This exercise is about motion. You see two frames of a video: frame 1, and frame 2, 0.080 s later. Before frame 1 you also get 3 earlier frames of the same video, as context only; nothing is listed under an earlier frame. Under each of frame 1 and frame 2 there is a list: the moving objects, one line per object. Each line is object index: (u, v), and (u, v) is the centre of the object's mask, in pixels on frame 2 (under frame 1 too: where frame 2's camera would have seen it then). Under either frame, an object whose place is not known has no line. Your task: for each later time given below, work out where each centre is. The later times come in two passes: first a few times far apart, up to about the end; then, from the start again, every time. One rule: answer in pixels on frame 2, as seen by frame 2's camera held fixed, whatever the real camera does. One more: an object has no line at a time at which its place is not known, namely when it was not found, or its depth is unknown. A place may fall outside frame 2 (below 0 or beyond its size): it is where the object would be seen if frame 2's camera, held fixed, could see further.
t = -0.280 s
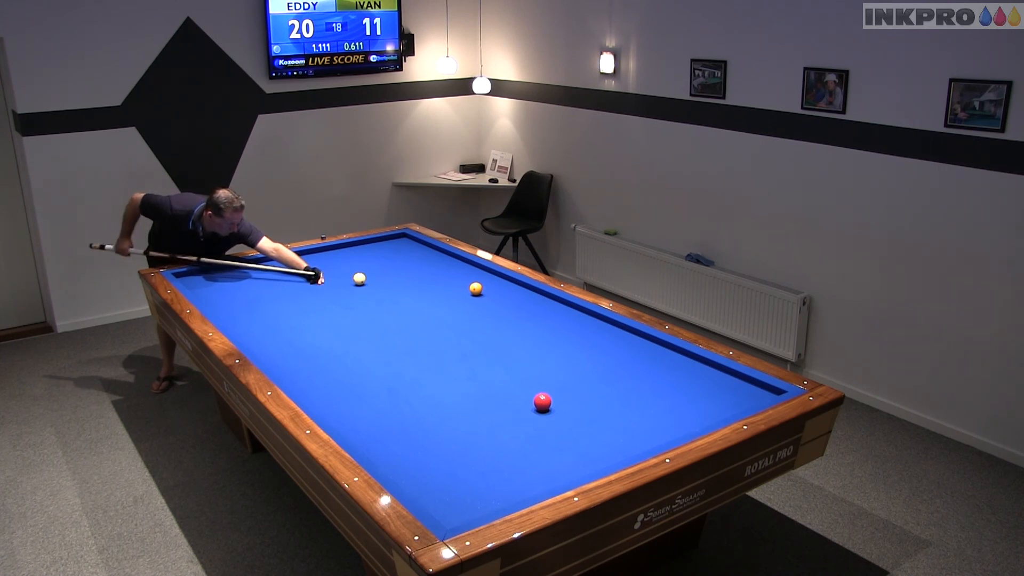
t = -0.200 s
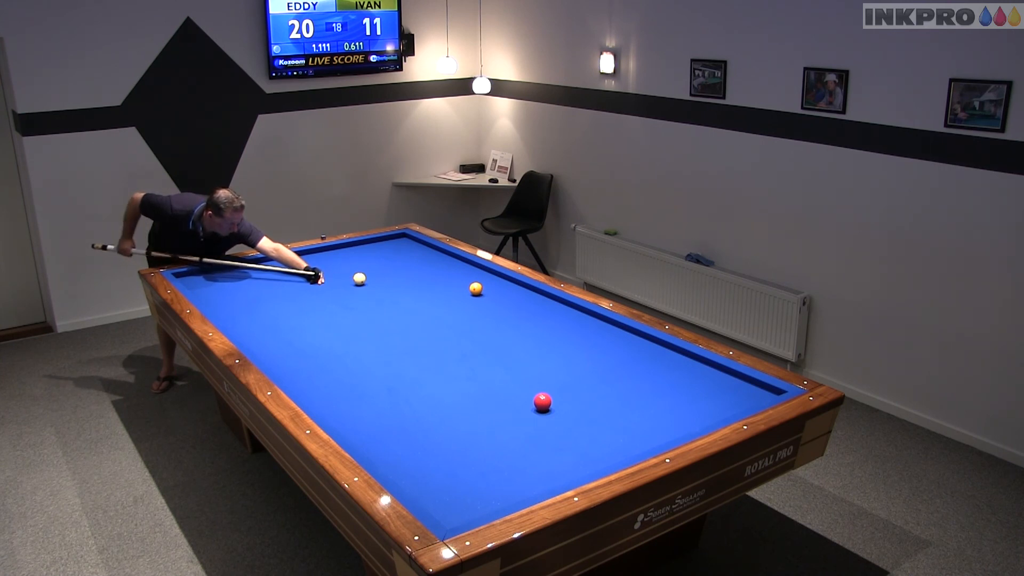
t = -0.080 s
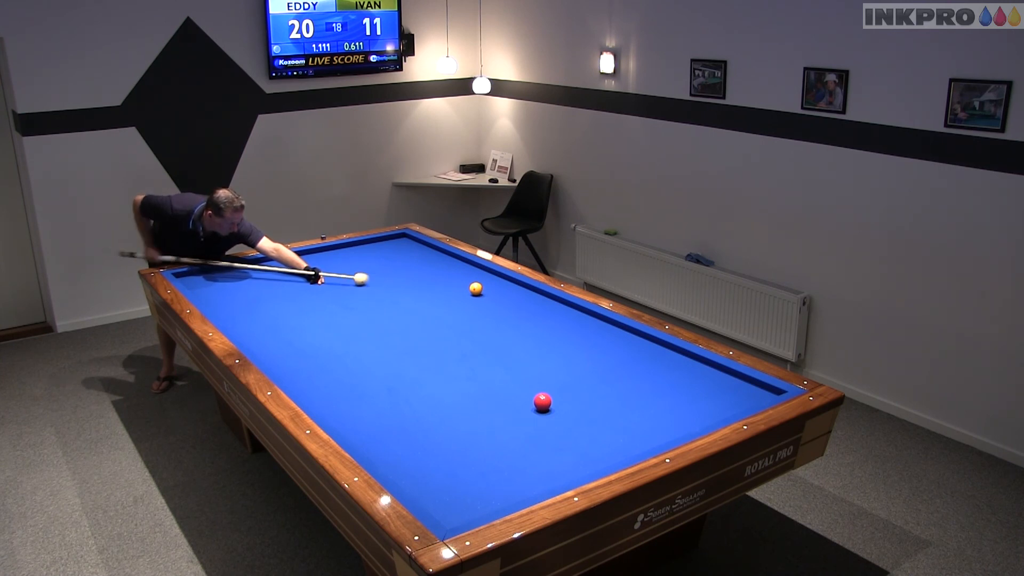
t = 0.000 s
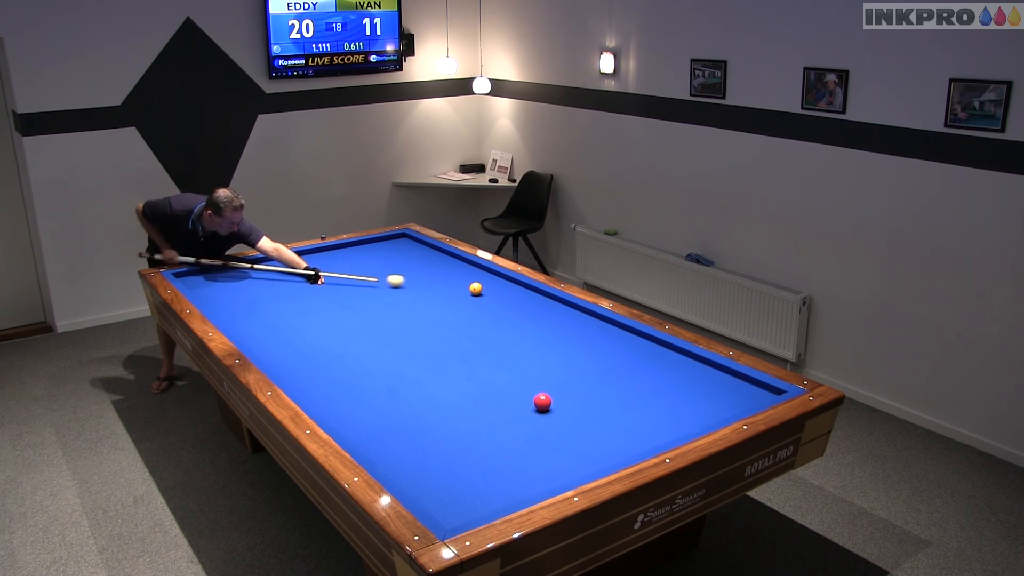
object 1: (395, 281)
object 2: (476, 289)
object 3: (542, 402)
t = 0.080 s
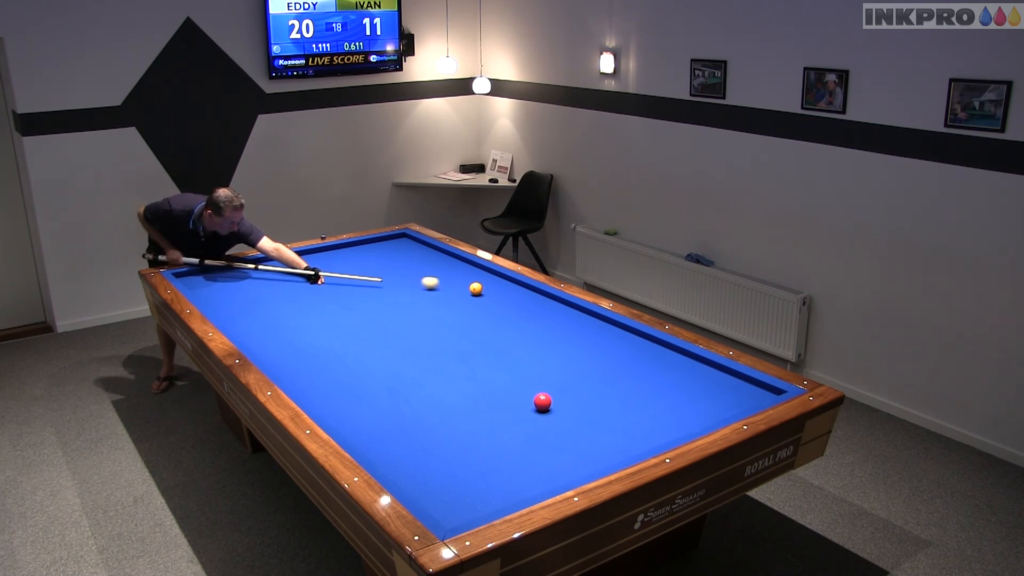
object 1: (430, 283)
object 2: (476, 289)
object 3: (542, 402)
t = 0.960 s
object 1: (469, 327)
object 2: (600, 342)
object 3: (542, 402)
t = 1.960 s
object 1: (404, 435)
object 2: (714, 388)
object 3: (542, 402)
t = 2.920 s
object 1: (520, 488)
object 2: (627, 342)
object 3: (542, 402)
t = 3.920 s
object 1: (538, 447)
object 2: (561, 307)
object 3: (542, 402)
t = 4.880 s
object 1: (540, 414)
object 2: (513, 282)
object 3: (543, 399)
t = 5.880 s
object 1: (537, 407)
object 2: (468, 264)
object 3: (546, 389)
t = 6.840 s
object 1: (537, 407)
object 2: (432, 252)
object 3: (548, 380)
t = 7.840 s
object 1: (537, 407)
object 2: (402, 242)
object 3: (549, 376)
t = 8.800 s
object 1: (537, 406)
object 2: (392, 239)
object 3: (549, 376)
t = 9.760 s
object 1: (537, 406)
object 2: (398, 243)
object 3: (549, 376)
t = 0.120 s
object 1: (447, 284)
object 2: (476, 289)
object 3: (542, 402)
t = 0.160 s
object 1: (463, 285)
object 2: (476, 289)
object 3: (542, 402)
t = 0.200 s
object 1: (475, 283)
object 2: (481, 291)
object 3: (542, 402)
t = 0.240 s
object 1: (486, 282)
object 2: (487, 294)
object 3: (542, 402)
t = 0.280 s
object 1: (496, 281)
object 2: (494, 297)
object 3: (542, 402)
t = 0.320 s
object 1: (506, 280)
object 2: (501, 300)
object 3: (542, 402)
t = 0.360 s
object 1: (506, 281)
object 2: (507, 302)
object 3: (542, 402)
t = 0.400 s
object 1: (502, 285)
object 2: (513, 305)
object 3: (542, 402)
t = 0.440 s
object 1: (497, 288)
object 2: (519, 307)
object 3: (542, 402)
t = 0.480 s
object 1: (494, 290)
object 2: (524, 310)
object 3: (542, 402)
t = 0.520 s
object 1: (491, 293)
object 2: (530, 312)
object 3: (542, 402)
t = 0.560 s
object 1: (488, 297)
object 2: (536, 315)
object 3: (542, 402)
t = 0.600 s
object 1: (486, 299)
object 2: (542, 318)
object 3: (542, 402)
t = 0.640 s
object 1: (484, 302)
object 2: (548, 320)
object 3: (542, 402)
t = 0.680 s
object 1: (482, 305)
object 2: (554, 323)
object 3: (542, 402)
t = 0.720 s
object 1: (480, 308)
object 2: (561, 325)
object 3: (542, 402)
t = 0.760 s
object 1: (479, 311)
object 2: (567, 328)
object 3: (542, 402)
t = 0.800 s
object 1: (477, 314)
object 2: (573, 331)
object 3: (542, 402)
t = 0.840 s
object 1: (475, 317)
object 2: (580, 334)
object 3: (542, 402)
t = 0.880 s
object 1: (473, 320)
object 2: (587, 337)
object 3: (542, 402)
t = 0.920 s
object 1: (471, 324)
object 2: (593, 339)
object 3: (542, 402)
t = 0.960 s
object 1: (469, 327)
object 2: (600, 342)
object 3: (542, 402)
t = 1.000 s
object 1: (467, 330)
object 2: (607, 345)
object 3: (542, 402)
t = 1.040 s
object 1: (465, 334)
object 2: (614, 348)
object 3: (542, 402)
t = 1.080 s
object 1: (463, 337)
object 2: (622, 351)
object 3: (542, 402)
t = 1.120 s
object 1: (461, 341)
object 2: (629, 355)
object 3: (542, 402)
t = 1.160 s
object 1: (458, 345)
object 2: (636, 358)
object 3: (542, 402)
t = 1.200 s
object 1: (456, 348)
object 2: (643, 361)
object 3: (542, 402)
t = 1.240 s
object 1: (454, 352)
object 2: (651, 364)
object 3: (542, 402)
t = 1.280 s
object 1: (452, 356)
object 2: (659, 368)
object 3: (542, 402)
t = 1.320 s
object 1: (449, 360)
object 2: (666, 371)
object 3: (542, 402)
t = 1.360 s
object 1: (447, 364)
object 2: (675, 374)
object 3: (542, 402)
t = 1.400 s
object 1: (445, 368)
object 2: (682, 377)
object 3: (542, 402)
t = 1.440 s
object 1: (442, 372)
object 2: (691, 381)
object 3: (542, 402)
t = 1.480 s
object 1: (439, 376)
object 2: (699, 385)
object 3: (542, 402)
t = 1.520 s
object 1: (437, 381)
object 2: (708, 388)
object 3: (542, 402)
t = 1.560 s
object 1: (434, 385)
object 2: (716, 392)
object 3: (542, 402)
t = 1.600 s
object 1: (431, 390)
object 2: (725, 395)
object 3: (542, 402)
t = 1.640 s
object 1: (429, 394)
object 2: (733, 399)
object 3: (542, 402)
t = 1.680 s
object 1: (426, 399)
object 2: (742, 402)
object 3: (542, 402)
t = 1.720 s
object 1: (423, 404)
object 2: (745, 402)
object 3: (542, 402)
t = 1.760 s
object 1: (420, 409)
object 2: (739, 401)
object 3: (542, 402)
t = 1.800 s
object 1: (417, 414)
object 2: (733, 397)
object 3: (542, 402)
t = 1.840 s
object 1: (414, 419)
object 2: (727, 395)
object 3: (542, 402)
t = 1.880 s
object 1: (411, 424)
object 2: (723, 392)
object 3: (542, 402)
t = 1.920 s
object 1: (408, 429)
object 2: (719, 390)
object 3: (542, 402)
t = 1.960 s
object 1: (404, 435)
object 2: (714, 388)
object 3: (542, 402)
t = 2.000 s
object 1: (401, 440)
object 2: (710, 386)
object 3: (542, 402)
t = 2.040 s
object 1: (398, 446)
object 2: (706, 384)
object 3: (542, 402)
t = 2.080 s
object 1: (394, 452)
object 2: (702, 381)
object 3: (542, 402)
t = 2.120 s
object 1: (391, 458)
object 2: (698, 379)
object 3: (542, 402)
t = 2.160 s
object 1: (388, 463)
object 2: (694, 377)
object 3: (542, 402)
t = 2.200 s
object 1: (394, 465)
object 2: (690, 375)
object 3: (542, 402)
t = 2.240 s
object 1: (402, 467)
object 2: (686, 373)
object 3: (542, 402)
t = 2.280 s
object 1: (410, 468)
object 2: (682, 371)
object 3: (542, 402)
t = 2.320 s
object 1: (417, 469)
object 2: (678, 369)
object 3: (542, 402)
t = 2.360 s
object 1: (424, 470)
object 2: (675, 367)
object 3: (542, 402)
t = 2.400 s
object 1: (430, 471)
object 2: (671, 365)
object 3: (542, 402)
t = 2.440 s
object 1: (437, 473)
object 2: (667, 363)
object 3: (542, 402)
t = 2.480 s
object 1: (444, 474)
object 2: (664, 362)
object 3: (542, 402)
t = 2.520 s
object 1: (451, 476)
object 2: (660, 360)
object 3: (542, 402)
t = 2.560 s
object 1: (458, 477)
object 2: (657, 358)
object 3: (542, 402)
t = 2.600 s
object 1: (464, 478)
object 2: (653, 356)
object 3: (542, 402)
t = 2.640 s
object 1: (471, 480)
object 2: (650, 354)
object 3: (542, 402)
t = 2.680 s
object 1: (478, 481)
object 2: (646, 352)
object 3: (542, 402)
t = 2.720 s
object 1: (485, 482)
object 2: (643, 351)
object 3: (542, 402)
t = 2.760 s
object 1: (492, 483)
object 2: (640, 349)
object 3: (542, 402)
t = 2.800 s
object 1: (499, 485)
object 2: (636, 347)
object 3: (542, 402)
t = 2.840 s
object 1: (506, 486)
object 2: (633, 346)
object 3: (542, 402)
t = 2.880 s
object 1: (513, 488)
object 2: (630, 344)
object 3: (542, 402)
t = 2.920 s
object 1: (520, 488)
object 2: (627, 342)
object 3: (542, 402)
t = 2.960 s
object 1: (526, 488)
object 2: (624, 341)
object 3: (542, 402)
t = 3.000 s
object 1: (533, 487)
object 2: (621, 339)
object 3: (542, 402)
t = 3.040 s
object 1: (534, 486)
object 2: (618, 338)
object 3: (542, 402)
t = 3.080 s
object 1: (534, 485)
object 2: (615, 336)
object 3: (542, 402)
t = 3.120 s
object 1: (534, 484)
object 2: (612, 334)
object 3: (542, 402)
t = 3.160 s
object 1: (535, 482)
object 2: (609, 333)
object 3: (542, 402)
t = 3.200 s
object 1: (535, 480)
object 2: (606, 331)
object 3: (542, 402)
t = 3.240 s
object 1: (535, 479)
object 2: (604, 330)
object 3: (542, 402)
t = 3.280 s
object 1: (535, 477)
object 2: (601, 329)
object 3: (542, 402)
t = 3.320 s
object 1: (536, 475)
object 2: (598, 327)
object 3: (542, 402)
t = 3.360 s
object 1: (536, 473)
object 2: (595, 326)
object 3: (542, 402)
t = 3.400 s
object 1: (536, 471)
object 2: (593, 324)
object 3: (542, 402)
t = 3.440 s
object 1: (536, 469)
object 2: (590, 323)
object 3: (542, 402)
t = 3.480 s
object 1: (536, 467)
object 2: (588, 321)
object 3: (542, 402)
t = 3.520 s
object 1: (537, 465)
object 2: (585, 320)
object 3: (542, 402)
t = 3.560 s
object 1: (537, 463)
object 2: (582, 319)
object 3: (542, 402)
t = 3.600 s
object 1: (537, 461)
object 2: (580, 318)
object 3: (542, 402)
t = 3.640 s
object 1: (537, 460)
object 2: (577, 316)
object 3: (542, 402)
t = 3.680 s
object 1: (537, 458)
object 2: (575, 315)
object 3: (542, 402)
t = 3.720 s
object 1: (537, 456)
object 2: (572, 314)
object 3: (542, 402)
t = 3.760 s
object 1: (537, 454)
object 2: (570, 312)
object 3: (542, 402)
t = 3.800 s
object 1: (537, 453)
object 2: (568, 311)
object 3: (542, 402)
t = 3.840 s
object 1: (537, 451)
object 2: (565, 310)
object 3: (542, 402)
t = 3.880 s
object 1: (538, 449)
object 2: (563, 309)
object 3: (542, 402)
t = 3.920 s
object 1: (538, 447)
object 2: (561, 307)
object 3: (542, 402)
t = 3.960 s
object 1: (538, 446)
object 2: (558, 306)
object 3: (542, 402)
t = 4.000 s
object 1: (538, 444)
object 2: (556, 305)
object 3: (542, 402)
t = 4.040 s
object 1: (538, 443)
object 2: (554, 304)
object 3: (542, 402)
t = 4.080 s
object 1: (538, 441)
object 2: (552, 303)
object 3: (542, 402)
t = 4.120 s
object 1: (538, 439)
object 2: (550, 302)
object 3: (542, 402)
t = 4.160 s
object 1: (538, 438)
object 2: (548, 300)
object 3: (542, 402)
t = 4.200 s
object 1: (538, 436)
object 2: (545, 299)
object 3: (542, 402)
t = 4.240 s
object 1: (539, 435)
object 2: (543, 298)
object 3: (542, 402)
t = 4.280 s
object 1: (539, 434)
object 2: (541, 297)
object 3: (542, 402)
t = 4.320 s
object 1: (539, 432)
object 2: (539, 296)
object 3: (542, 402)
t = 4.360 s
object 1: (539, 431)
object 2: (537, 295)
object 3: (542, 402)
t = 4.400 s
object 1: (539, 429)
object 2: (535, 294)
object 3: (542, 402)
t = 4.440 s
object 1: (539, 428)
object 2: (533, 293)
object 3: (542, 402)
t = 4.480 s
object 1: (539, 426)
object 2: (531, 292)
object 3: (542, 402)
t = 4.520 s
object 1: (539, 425)
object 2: (530, 291)
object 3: (542, 402)
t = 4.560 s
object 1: (539, 424)
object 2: (528, 290)
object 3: (542, 402)
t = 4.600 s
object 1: (539, 423)
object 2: (526, 289)
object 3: (542, 402)
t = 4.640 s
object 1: (539, 422)
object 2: (524, 288)
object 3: (542, 401)
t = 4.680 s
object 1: (540, 420)
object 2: (522, 287)
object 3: (542, 401)
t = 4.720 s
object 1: (540, 419)
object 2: (520, 286)
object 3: (542, 401)
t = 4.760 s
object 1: (540, 418)
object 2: (518, 285)
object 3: (542, 400)
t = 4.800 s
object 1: (540, 416)
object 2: (517, 284)
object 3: (543, 400)
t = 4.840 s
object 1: (540, 415)
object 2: (515, 283)
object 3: (543, 400)
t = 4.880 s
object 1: (540, 414)
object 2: (513, 282)
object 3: (543, 399)
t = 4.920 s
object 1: (540, 413)
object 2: (512, 281)
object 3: (543, 399)
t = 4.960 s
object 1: (540, 412)
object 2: (510, 281)
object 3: (543, 398)
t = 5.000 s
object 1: (540, 411)
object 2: (508, 280)
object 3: (543, 398)
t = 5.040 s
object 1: (540, 411)
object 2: (506, 279)
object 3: (543, 397)
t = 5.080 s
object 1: (540, 410)
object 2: (505, 278)
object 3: (543, 397)
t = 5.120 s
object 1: (540, 410)
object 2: (503, 277)
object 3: (544, 397)
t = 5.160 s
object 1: (539, 410)
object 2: (501, 276)
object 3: (544, 396)
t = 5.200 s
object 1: (539, 410)
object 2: (499, 276)
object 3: (544, 396)
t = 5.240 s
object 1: (539, 409)
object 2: (497, 275)
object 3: (544, 396)
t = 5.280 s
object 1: (539, 409)
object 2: (495, 274)
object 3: (544, 395)
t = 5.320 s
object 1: (539, 409)
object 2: (494, 273)
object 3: (544, 395)
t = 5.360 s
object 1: (538, 409)
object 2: (492, 273)
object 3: (544, 394)
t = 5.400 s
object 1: (538, 409)
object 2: (490, 272)
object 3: (545, 394)
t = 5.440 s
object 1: (538, 408)
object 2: (488, 271)
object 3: (545, 394)
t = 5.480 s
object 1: (538, 408)
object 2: (486, 271)
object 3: (545, 393)
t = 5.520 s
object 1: (538, 408)
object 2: (484, 270)
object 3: (545, 393)
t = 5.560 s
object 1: (538, 408)
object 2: (482, 269)
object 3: (545, 392)
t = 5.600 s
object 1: (538, 408)
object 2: (481, 268)
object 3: (545, 392)
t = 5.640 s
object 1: (537, 408)
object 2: (479, 268)
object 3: (545, 392)
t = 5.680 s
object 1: (537, 408)
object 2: (477, 267)
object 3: (545, 391)
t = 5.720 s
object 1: (537, 408)
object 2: (475, 267)
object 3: (545, 391)
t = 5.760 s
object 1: (537, 408)
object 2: (474, 266)
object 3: (545, 391)
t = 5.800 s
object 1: (537, 407)
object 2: (472, 266)
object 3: (546, 390)
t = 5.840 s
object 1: (537, 407)
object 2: (470, 265)
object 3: (545, 390)
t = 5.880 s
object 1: (537, 407)
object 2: (468, 264)
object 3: (546, 389)
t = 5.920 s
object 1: (537, 407)
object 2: (467, 264)
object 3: (546, 389)
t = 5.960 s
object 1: (537, 407)
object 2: (465, 263)
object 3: (546, 388)
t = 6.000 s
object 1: (537, 407)
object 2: (463, 263)
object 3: (546, 388)
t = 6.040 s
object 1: (537, 407)
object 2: (462, 262)
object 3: (546, 388)
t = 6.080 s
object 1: (537, 407)
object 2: (460, 262)
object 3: (546, 387)
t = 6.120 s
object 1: (537, 407)
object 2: (458, 261)
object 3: (546, 387)
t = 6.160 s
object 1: (537, 407)
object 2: (457, 260)
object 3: (546, 386)
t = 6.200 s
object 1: (537, 407)
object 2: (455, 260)
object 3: (546, 386)
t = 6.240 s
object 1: (537, 407)
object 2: (454, 259)
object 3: (546, 385)
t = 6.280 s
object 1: (537, 407)
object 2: (452, 259)
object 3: (547, 385)
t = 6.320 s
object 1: (537, 407)
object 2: (451, 259)
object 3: (547, 385)
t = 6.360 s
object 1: (537, 407)
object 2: (449, 258)
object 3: (547, 384)
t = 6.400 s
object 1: (537, 407)
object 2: (448, 257)
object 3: (547, 384)
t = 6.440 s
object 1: (537, 407)
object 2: (446, 257)
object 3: (547, 383)
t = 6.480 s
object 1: (537, 406)
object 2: (445, 256)
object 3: (547, 383)
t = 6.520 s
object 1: (537, 407)
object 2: (443, 256)
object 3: (547, 383)
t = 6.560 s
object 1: (537, 407)
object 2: (442, 255)
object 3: (547, 382)
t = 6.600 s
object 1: (537, 406)
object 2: (440, 255)
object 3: (547, 382)
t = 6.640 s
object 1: (537, 407)
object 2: (439, 254)
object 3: (547, 382)
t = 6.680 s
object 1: (537, 407)
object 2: (438, 254)
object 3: (547, 381)
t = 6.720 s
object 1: (537, 406)
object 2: (436, 254)
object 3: (548, 381)
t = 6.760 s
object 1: (537, 407)
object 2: (435, 253)
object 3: (548, 381)
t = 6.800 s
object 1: (537, 406)
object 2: (434, 253)
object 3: (548, 381)
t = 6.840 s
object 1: (537, 407)
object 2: (432, 252)
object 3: (548, 380)
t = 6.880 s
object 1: (537, 407)
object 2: (431, 252)
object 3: (548, 380)
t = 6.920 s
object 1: (537, 407)
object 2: (429, 251)
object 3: (548, 380)
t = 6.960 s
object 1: (537, 406)
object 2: (428, 251)
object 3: (548, 380)
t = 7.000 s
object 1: (537, 406)
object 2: (427, 250)
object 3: (548, 380)
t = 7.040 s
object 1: (537, 406)
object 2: (426, 250)
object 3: (548, 379)
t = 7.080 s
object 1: (537, 406)
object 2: (424, 249)
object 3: (548, 379)
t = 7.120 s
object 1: (537, 406)
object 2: (423, 249)
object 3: (548, 379)
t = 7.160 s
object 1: (537, 406)
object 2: (422, 248)
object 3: (548, 379)
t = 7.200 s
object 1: (537, 406)
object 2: (421, 248)
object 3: (548, 378)
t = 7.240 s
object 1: (537, 406)
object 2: (419, 247)
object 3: (548, 378)
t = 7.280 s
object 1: (537, 406)
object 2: (418, 247)
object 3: (548, 378)
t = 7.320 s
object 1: (537, 407)
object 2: (417, 247)
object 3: (549, 378)
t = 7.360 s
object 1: (537, 407)
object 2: (416, 246)
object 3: (548, 378)
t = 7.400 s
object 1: (537, 406)
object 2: (414, 246)
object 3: (549, 377)
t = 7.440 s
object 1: (537, 407)
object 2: (413, 245)
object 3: (549, 377)
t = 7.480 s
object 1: (537, 407)
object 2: (412, 245)
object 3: (549, 377)
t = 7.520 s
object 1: (537, 407)
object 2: (411, 245)
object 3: (549, 377)
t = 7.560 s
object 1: (537, 407)
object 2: (410, 244)
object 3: (549, 377)
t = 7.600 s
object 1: (537, 407)
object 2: (409, 244)
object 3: (549, 377)
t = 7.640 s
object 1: (537, 407)
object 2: (408, 243)
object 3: (549, 377)
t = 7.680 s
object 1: (537, 407)
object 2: (407, 243)
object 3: (549, 377)
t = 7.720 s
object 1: (537, 407)
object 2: (405, 243)
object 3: (549, 376)
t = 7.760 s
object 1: (537, 407)
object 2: (404, 242)
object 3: (549, 376)
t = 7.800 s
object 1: (537, 407)
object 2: (403, 242)
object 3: (549, 376)
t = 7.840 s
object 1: (537, 407)
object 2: (402, 242)
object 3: (549, 376)
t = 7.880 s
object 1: (537, 407)
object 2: (401, 241)
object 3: (549, 376)
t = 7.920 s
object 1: (537, 407)
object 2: (400, 241)
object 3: (549, 376)
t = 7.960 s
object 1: (537, 407)
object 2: (399, 240)
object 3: (549, 376)
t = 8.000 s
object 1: (537, 407)
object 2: (398, 240)
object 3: (549, 376)
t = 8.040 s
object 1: (536, 407)
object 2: (397, 238)
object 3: (549, 376)
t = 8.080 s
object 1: (537, 407)
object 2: (397, 237)
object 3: (549, 376)
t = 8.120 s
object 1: (537, 407)
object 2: (396, 236)
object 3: (549, 376)
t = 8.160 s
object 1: (537, 407)
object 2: (394, 236)
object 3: (549, 376)
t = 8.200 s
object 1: (537, 407)
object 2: (393, 237)
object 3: (549, 376)
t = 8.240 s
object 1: (537, 407)
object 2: (392, 237)
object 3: (549, 376)
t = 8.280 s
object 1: (537, 407)
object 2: (391, 238)
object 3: (549, 376)
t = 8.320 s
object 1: (537, 407)
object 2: (390, 237)
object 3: (549, 376)
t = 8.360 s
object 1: (537, 407)
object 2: (389, 237)
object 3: (549, 376)
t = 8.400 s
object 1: (537, 407)
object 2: (388, 237)
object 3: (549, 376)
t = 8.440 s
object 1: (537, 407)
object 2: (389, 237)
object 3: (549, 376)
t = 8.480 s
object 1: (537, 406)
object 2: (389, 237)
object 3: (549, 376)
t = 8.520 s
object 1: (537, 406)
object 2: (389, 238)
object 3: (549, 376)
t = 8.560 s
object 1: (537, 406)
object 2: (390, 238)
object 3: (549, 376)
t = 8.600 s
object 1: (537, 406)
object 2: (390, 238)
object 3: (549, 376)
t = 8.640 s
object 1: (537, 406)
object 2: (390, 238)
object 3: (549, 376)
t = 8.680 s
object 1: (537, 406)
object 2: (391, 238)
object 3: (549, 376)
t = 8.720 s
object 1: (537, 407)
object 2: (391, 238)
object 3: (549, 376)
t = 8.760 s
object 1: (537, 407)
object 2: (391, 238)
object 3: (549, 376)
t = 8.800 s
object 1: (537, 406)
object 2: (392, 239)
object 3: (549, 376)
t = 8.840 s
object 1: (537, 406)
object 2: (392, 239)
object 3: (549, 376)
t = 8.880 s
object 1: (537, 406)
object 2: (392, 239)
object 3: (549, 376)
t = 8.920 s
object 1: (537, 406)
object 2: (393, 239)
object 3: (549, 376)
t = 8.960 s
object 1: (537, 406)
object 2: (393, 240)
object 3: (549, 376)
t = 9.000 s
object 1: (537, 406)
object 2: (393, 240)
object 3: (549, 376)
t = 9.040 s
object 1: (537, 406)
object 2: (393, 240)
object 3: (549, 376)
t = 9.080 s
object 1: (537, 406)
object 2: (394, 240)
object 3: (549, 376)
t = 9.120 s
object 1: (537, 406)
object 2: (394, 240)
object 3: (549, 376)
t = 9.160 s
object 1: (537, 406)
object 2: (394, 241)
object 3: (549, 376)
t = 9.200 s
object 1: (537, 406)
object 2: (394, 241)
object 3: (549, 376)
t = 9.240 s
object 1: (537, 406)
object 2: (395, 241)
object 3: (549, 376)
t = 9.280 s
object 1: (537, 406)
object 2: (395, 241)
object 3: (549, 376)
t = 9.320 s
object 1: (537, 406)
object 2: (395, 241)
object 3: (549, 376)
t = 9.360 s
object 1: (537, 406)
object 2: (395, 242)
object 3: (549, 376)
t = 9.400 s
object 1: (537, 406)
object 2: (396, 242)
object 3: (549, 376)
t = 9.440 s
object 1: (537, 406)
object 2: (396, 242)
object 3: (549, 376)
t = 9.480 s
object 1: (537, 406)
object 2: (396, 242)
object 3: (549, 376)
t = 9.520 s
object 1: (537, 406)
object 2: (397, 242)
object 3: (549, 376)
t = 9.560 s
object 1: (537, 406)
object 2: (397, 243)
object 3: (549, 376)
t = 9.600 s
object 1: (537, 406)
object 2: (397, 243)
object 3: (549, 376)
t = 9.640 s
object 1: (537, 406)
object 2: (397, 243)
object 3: (549, 376)
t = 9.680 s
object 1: (537, 406)
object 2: (398, 243)
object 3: (549, 376)
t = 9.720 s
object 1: (537, 406)
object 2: (398, 243)
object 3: (549, 376)
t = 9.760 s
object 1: (537, 406)
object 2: (398, 243)
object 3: (549, 376)
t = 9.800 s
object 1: (537, 406)
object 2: (398, 244)
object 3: (549, 376)
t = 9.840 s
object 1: (537, 406)
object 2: (399, 244)
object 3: (549, 376)
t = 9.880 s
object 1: (537, 406)
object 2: (399, 244)
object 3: (549, 376)
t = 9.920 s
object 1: (537, 406)
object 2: (399, 244)
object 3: (549, 376)
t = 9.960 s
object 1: (537, 406)
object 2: (399, 244)
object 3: (549, 376)
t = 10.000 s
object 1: (537, 406)
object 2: (399, 244)
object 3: (549, 376)
